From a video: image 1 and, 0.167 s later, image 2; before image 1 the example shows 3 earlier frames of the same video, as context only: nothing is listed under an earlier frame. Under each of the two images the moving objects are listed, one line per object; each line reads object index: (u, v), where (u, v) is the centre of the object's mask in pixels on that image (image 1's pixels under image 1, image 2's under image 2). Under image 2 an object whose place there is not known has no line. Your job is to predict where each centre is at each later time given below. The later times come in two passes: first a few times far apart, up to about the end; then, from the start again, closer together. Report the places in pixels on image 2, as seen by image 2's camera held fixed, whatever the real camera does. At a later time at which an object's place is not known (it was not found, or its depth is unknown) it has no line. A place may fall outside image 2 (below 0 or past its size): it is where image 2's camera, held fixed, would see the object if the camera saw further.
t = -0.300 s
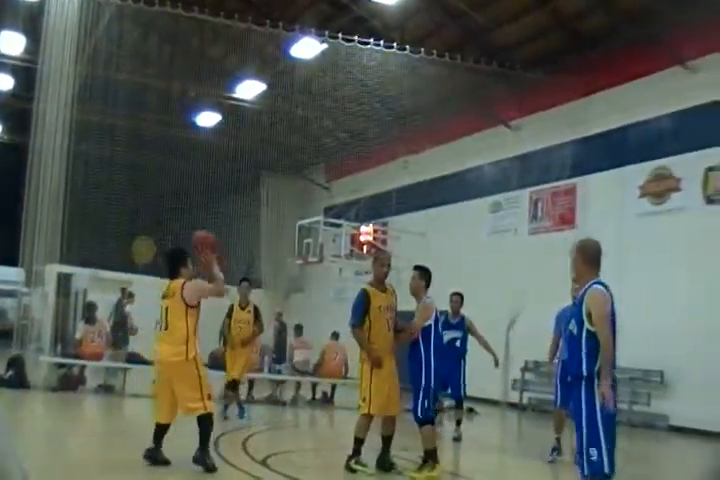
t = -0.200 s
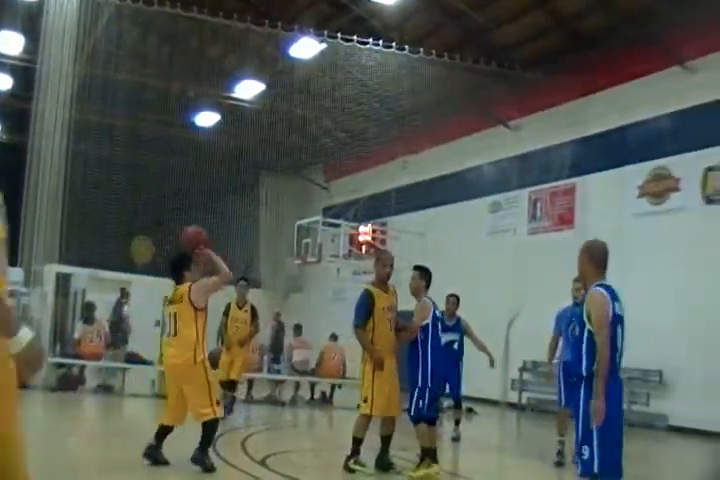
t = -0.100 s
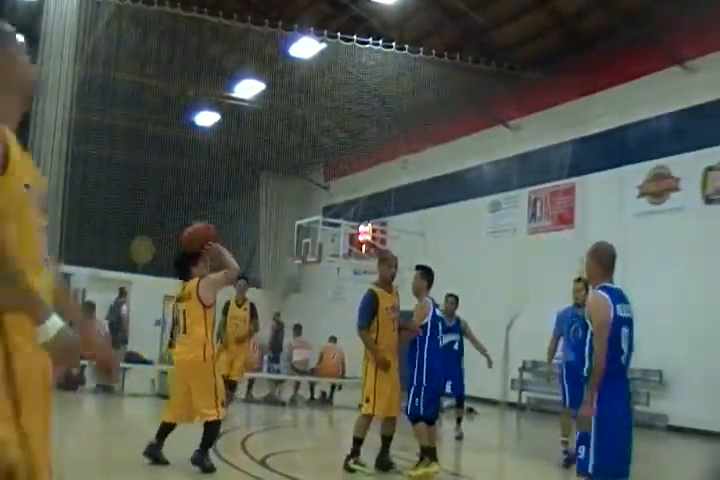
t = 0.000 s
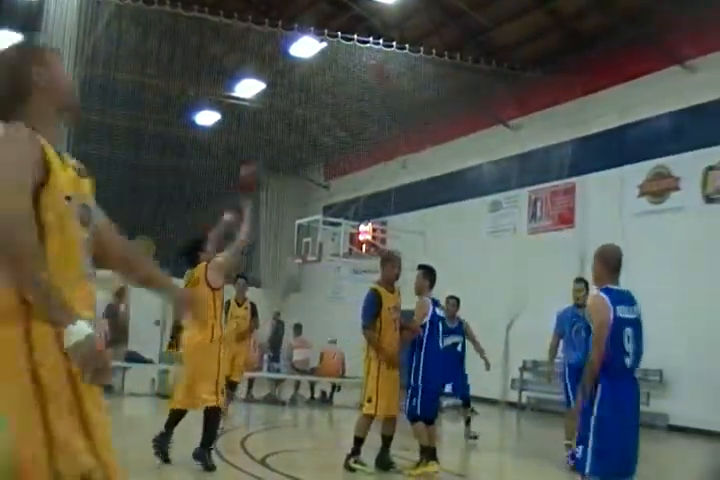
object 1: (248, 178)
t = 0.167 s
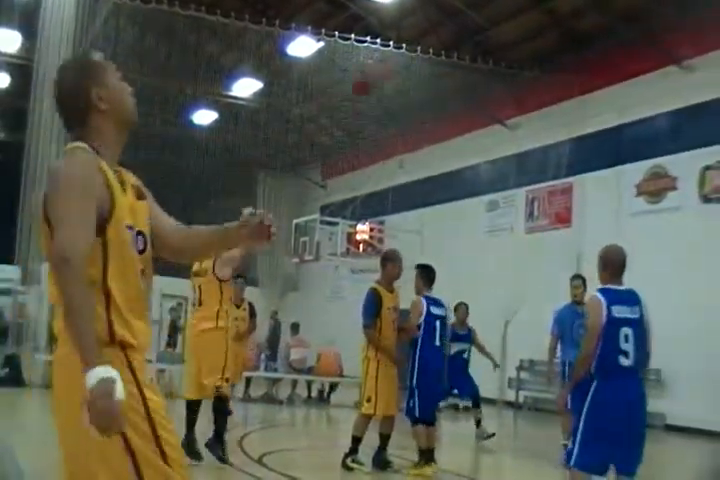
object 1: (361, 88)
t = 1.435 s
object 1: (709, 106)
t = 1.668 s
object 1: (662, 115)
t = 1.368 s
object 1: (717, 110)
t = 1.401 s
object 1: (716, 108)
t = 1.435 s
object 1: (709, 106)
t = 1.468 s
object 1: (703, 105)
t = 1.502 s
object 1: (696, 104)
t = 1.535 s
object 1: (689, 105)
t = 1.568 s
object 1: (681, 105)
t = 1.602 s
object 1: (674, 106)
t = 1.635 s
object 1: (665, 110)
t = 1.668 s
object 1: (662, 115)
